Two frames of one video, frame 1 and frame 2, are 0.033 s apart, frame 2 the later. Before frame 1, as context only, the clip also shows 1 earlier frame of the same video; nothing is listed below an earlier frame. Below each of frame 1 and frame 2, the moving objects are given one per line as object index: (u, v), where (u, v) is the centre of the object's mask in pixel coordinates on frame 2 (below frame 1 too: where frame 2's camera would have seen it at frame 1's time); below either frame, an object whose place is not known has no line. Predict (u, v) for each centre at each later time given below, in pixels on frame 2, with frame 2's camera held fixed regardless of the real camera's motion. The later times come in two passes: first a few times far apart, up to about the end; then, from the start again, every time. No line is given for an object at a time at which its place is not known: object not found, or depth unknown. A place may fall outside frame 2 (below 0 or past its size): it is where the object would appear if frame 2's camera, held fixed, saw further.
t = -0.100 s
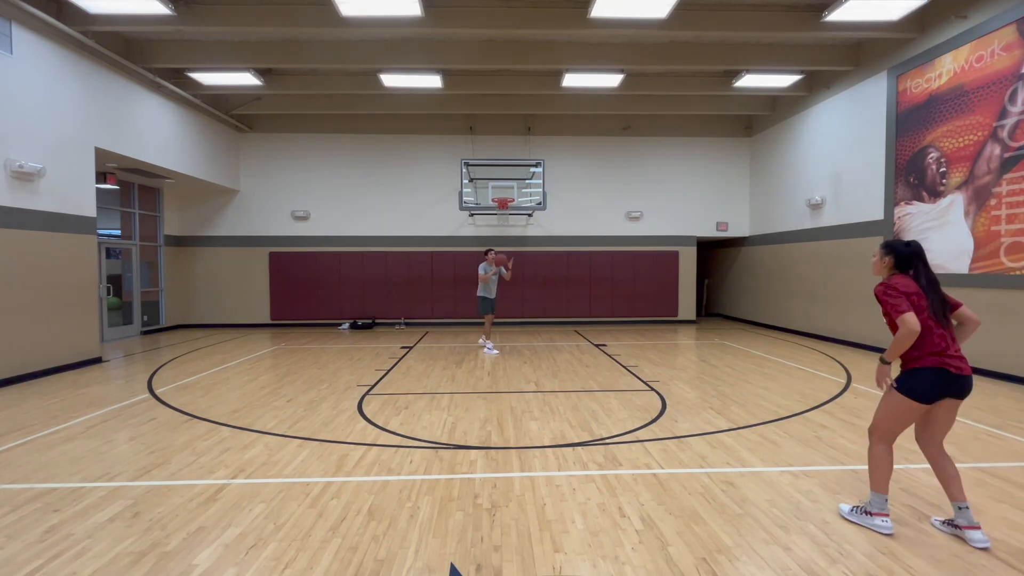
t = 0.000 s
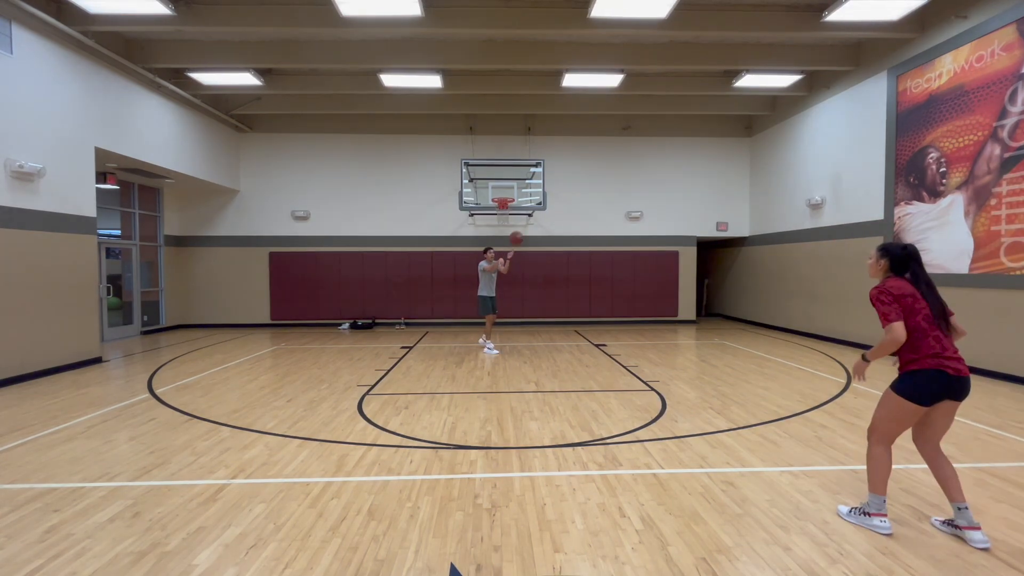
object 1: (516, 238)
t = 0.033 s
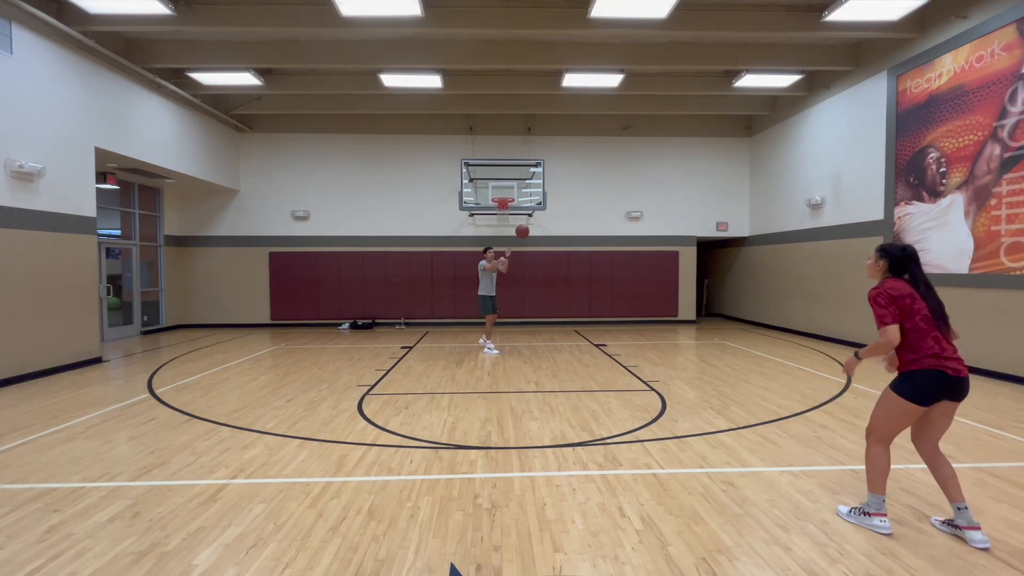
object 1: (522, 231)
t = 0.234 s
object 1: (566, 198)
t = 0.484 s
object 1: (646, 186)
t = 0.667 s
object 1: (740, 218)
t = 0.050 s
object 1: (525, 228)
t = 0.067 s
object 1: (528, 225)
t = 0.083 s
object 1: (532, 221)
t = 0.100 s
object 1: (535, 219)
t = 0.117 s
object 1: (539, 216)
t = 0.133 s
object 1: (543, 213)
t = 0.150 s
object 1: (546, 210)
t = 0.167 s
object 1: (550, 207)
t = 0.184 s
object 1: (554, 205)
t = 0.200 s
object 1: (557, 202)
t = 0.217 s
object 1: (561, 200)
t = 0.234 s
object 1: (566, 198)
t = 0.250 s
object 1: (570, 196)
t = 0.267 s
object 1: (574, 194)
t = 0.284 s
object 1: (579, 192)
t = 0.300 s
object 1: (584, 191)
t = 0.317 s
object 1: (588, 189)
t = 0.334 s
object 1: (593, 188)
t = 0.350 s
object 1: (598, 187)
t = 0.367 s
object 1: (604, 186)
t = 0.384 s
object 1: (609, 186)
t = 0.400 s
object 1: (615, 185)
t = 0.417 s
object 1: (621, 185)
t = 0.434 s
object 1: (627, 185)
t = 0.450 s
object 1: (633, 185)
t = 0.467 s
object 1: (640, 185)
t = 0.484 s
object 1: (646, 186)
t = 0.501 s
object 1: (653, 187)
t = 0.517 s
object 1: (661, 188)
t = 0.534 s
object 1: (668, 190)
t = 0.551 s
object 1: (676, 192)
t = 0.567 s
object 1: (684, 194)
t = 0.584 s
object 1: (692, 197)
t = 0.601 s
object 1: (701, 200)
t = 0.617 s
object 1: (710, 204)
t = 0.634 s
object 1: (720, 208)
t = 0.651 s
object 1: (730, 212)
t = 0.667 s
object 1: (740, 218)
